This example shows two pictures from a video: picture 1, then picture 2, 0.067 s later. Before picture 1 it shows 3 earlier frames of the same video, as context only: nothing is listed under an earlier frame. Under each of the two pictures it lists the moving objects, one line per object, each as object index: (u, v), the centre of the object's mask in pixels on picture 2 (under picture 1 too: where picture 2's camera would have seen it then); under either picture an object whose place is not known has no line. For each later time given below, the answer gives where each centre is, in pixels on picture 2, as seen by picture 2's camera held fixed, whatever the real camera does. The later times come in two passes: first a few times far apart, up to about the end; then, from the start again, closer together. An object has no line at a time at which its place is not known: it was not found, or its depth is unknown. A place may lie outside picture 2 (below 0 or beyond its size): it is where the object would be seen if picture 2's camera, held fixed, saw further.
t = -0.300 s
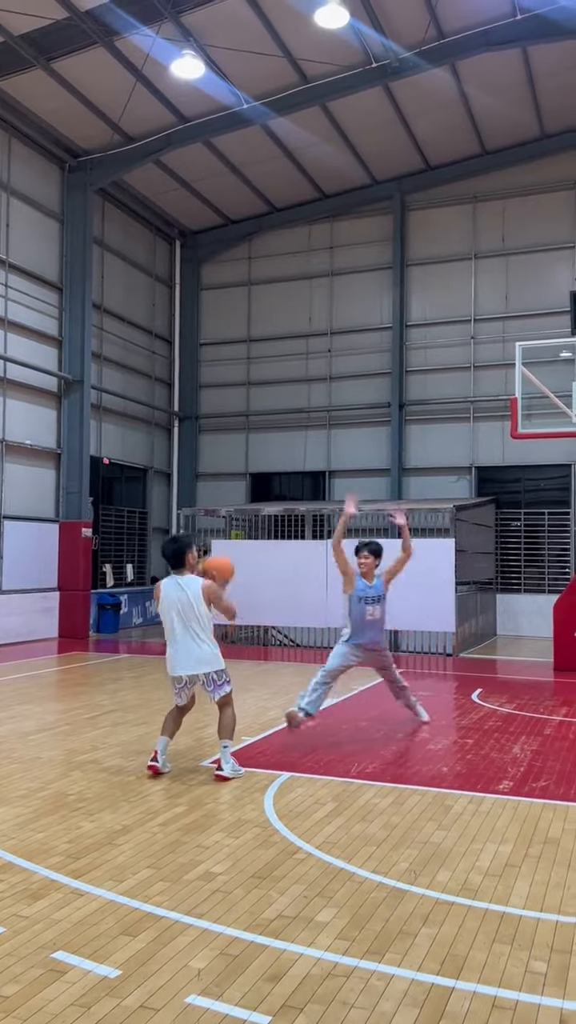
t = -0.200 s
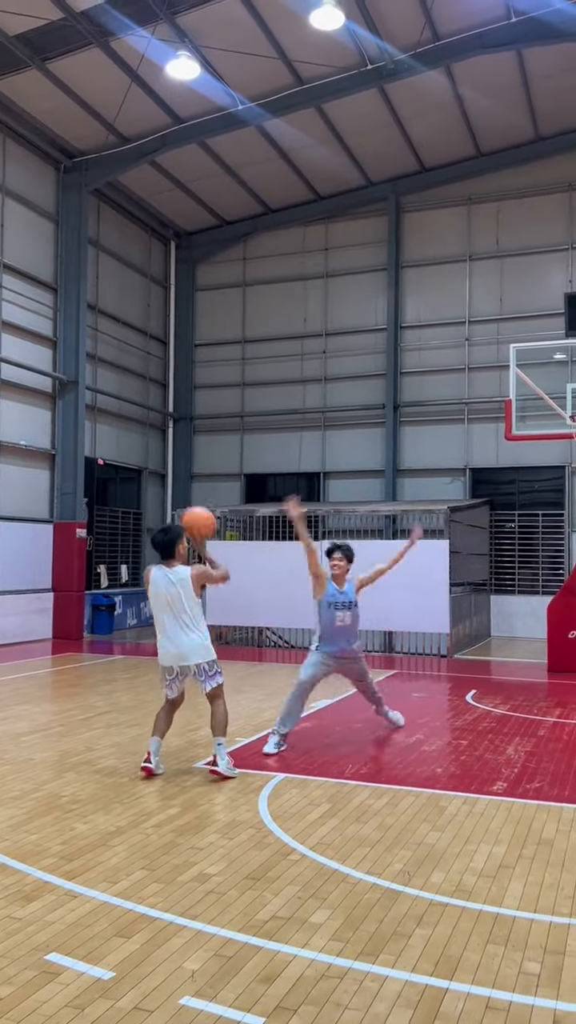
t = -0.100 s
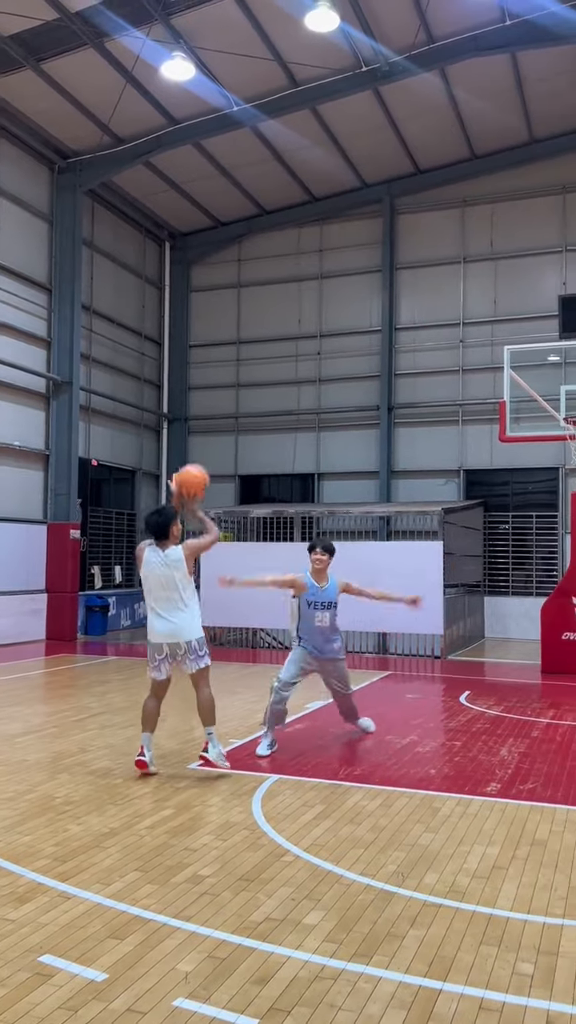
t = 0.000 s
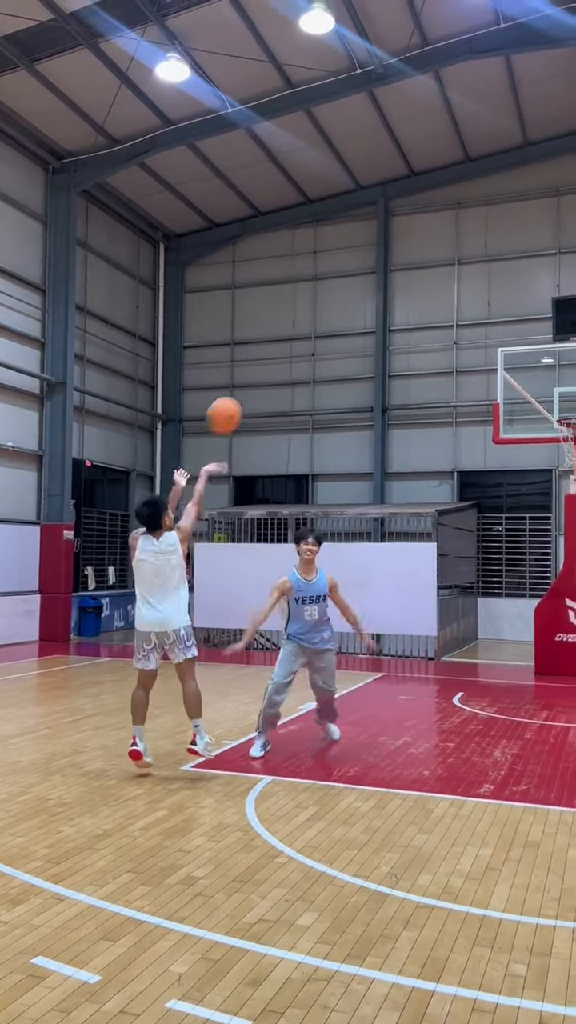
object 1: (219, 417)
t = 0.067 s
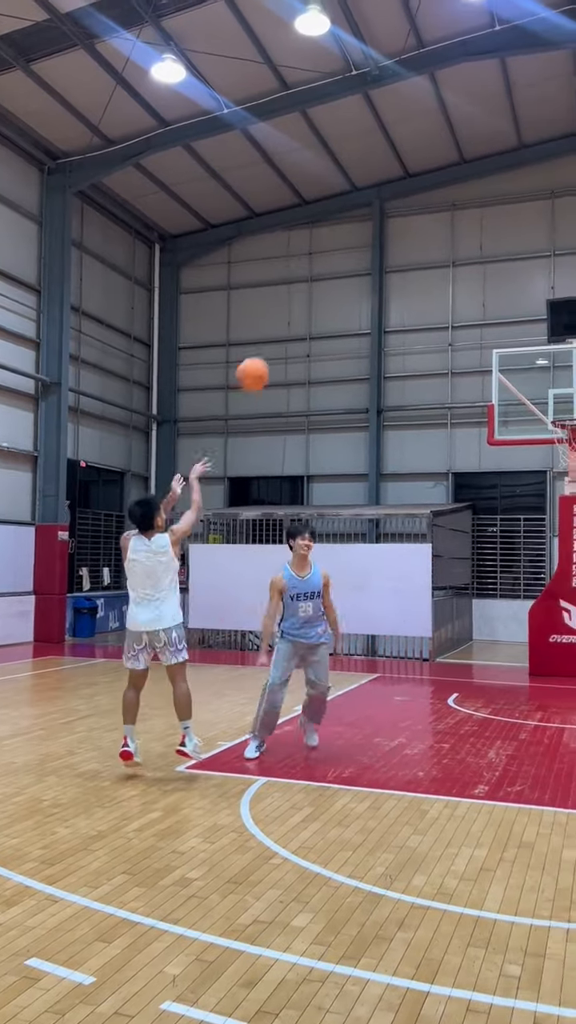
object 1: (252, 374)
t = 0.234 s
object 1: (325, 303)
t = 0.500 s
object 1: (421, 269)
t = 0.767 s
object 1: (498, 307)
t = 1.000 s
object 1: (555, 387)
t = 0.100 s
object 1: (268, 356)
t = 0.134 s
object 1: (283, 341)
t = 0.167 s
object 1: (298, 327)
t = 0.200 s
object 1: (312, 315)
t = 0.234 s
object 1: (325, 303)
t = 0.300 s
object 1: (352, 286)
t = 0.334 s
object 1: (364, 280)
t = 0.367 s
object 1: (376, 276)
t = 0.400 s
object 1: (388, 273)
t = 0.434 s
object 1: (400, 270)
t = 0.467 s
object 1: (411, 269)
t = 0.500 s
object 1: (421, 269)
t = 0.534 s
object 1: (431, 270)
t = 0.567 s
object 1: (442, 273)
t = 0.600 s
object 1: (451, 276)
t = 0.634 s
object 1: (462, 280)
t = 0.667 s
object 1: (470, 286)
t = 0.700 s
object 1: (480, 292)
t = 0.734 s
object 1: (489, 299)
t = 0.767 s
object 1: (498, 307)
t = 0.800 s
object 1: (507, 315)
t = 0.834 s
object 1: (515, 326)
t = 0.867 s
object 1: (523, 336)
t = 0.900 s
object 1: (531, 349)
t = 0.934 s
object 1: (540, 362)
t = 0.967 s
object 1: (547, 374)
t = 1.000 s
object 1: (555, 387)
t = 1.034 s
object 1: (563, 403)
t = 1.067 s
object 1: (571, 413)
